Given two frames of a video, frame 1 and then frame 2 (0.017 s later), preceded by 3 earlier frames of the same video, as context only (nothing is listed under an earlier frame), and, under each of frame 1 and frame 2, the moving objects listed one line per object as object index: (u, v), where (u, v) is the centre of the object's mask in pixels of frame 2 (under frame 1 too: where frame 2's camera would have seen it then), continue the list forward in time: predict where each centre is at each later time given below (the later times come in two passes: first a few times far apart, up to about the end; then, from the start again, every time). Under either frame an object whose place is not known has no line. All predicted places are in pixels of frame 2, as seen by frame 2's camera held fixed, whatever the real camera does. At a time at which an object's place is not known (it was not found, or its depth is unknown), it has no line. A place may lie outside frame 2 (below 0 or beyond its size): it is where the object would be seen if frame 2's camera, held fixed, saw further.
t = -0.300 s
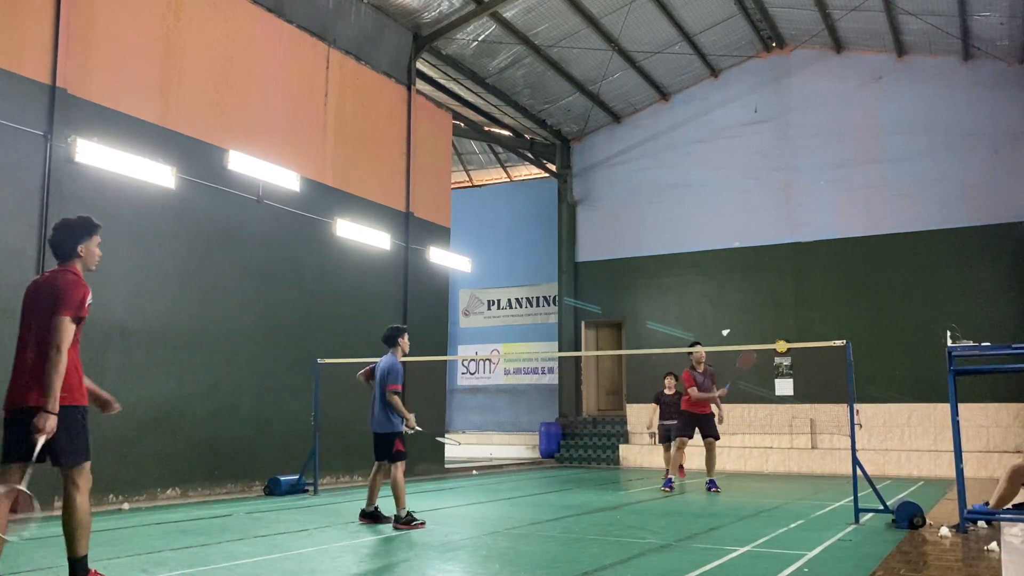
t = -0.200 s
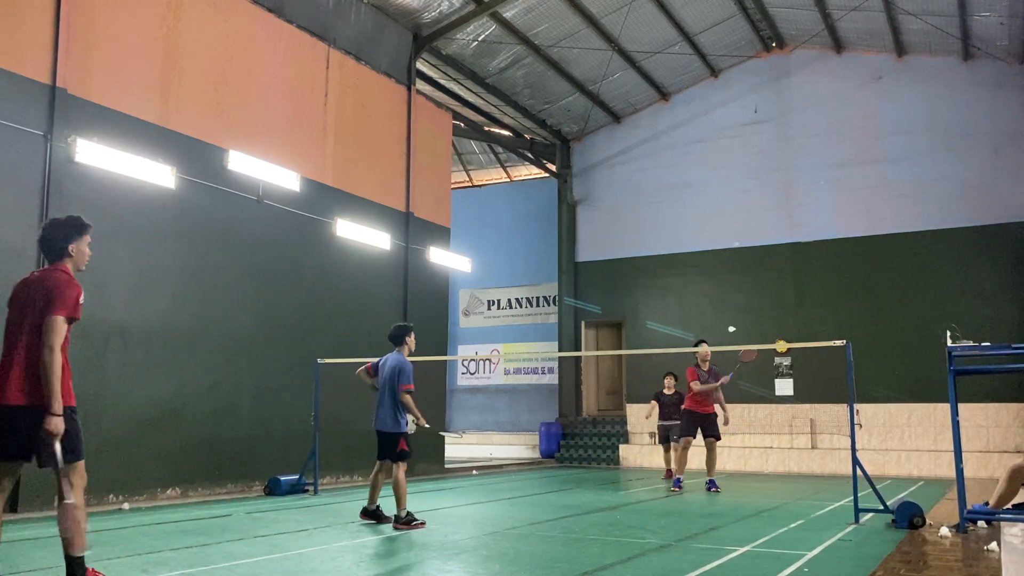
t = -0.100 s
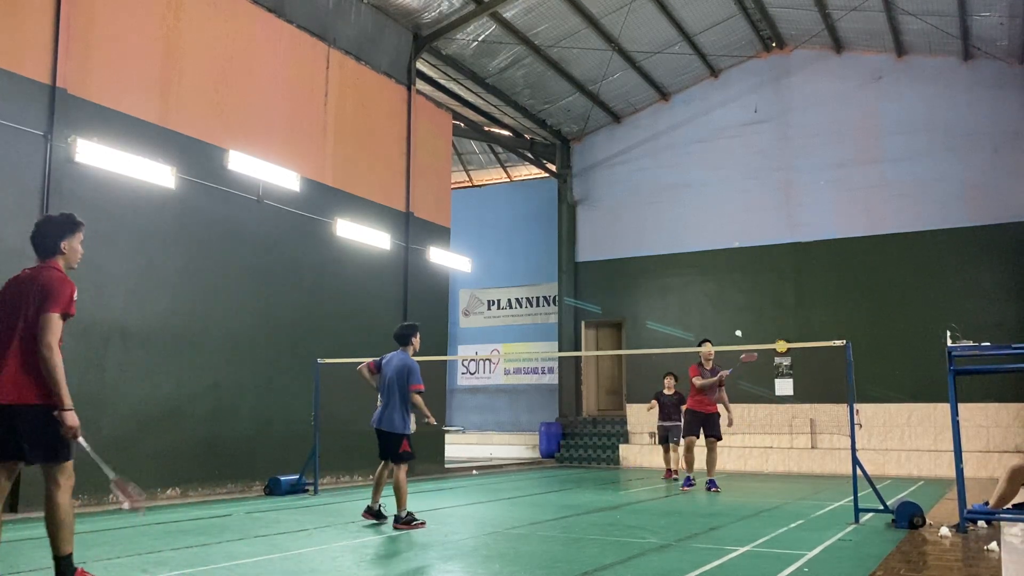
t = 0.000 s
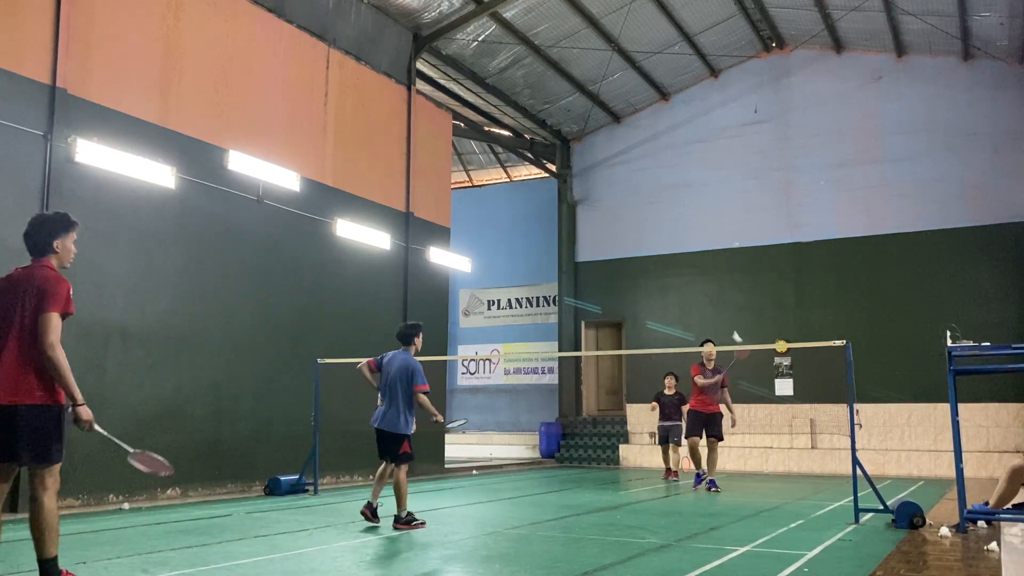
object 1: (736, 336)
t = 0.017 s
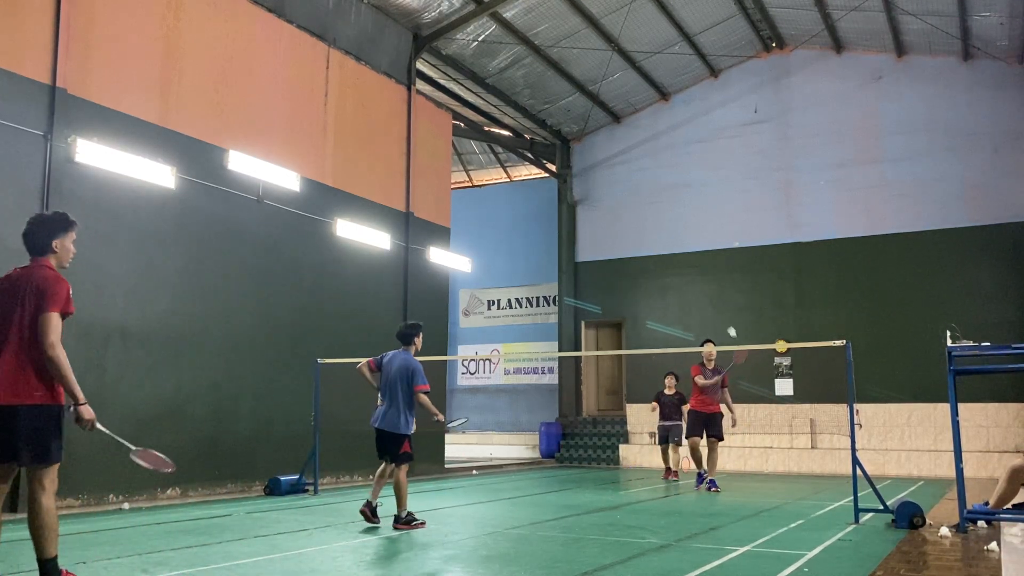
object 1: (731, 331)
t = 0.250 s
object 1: (692, 296)
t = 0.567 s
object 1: (643, 336)
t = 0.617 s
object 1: (636, 352)
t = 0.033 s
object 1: (728, 326)
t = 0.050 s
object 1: (724, 321)
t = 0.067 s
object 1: (721, 316)
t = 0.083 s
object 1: (718, 313)
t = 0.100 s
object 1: (715, 310)
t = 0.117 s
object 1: (711, 304)
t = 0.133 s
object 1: (707, 300)
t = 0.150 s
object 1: (704, 298)
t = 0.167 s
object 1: (702, 296)
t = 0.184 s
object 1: (700, 295)
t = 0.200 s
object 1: (698, 295)
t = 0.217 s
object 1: (696, 295)
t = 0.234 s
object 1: (694, 296)
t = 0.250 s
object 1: (692, 296)
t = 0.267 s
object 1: (689, 296)
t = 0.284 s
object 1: (687, 296)
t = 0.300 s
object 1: (684, 296)
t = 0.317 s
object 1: (682, 296)
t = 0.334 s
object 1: (679, 297)
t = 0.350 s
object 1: (676, 297)
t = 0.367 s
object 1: (673, 298)
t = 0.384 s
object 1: (671, 299)
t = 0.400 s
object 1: (668, 301)
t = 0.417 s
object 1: (665, 303)
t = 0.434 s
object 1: (662, 305)
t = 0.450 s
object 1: (660, 308)
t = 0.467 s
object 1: (657, 311)
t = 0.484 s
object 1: (655, 314)
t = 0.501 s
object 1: (653, 318)
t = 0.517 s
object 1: (650, 322)
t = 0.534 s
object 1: (647, 327)
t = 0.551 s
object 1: (645, 331)
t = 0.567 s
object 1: (643, 336)
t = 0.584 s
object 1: (641, 341)
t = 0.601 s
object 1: (639, 345)
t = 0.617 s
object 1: (636, 352)
